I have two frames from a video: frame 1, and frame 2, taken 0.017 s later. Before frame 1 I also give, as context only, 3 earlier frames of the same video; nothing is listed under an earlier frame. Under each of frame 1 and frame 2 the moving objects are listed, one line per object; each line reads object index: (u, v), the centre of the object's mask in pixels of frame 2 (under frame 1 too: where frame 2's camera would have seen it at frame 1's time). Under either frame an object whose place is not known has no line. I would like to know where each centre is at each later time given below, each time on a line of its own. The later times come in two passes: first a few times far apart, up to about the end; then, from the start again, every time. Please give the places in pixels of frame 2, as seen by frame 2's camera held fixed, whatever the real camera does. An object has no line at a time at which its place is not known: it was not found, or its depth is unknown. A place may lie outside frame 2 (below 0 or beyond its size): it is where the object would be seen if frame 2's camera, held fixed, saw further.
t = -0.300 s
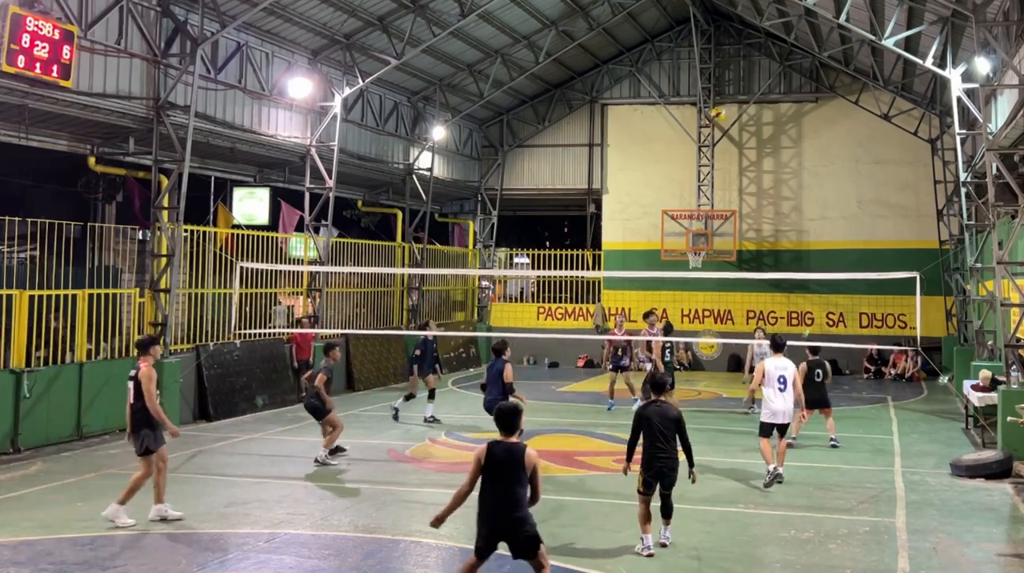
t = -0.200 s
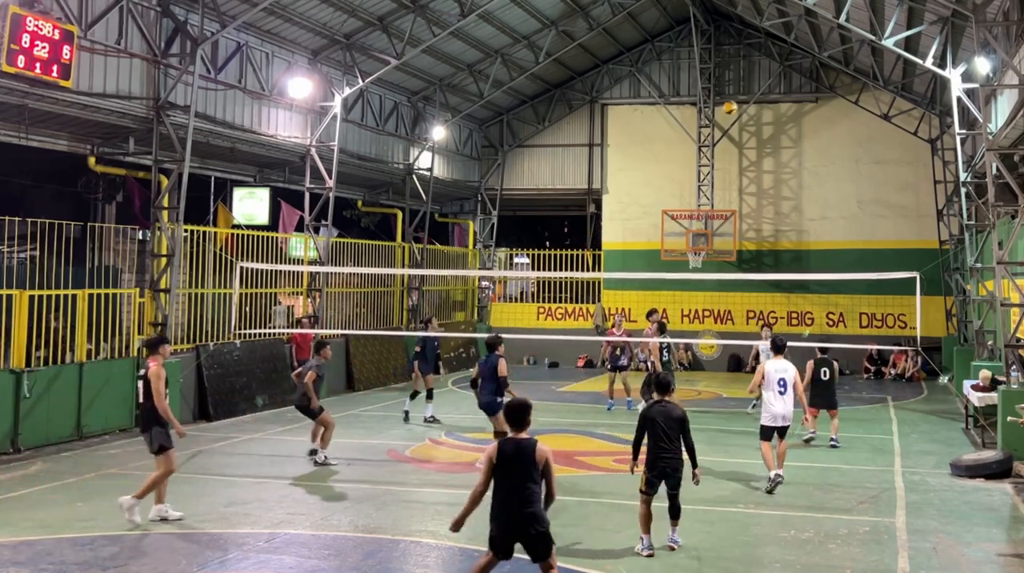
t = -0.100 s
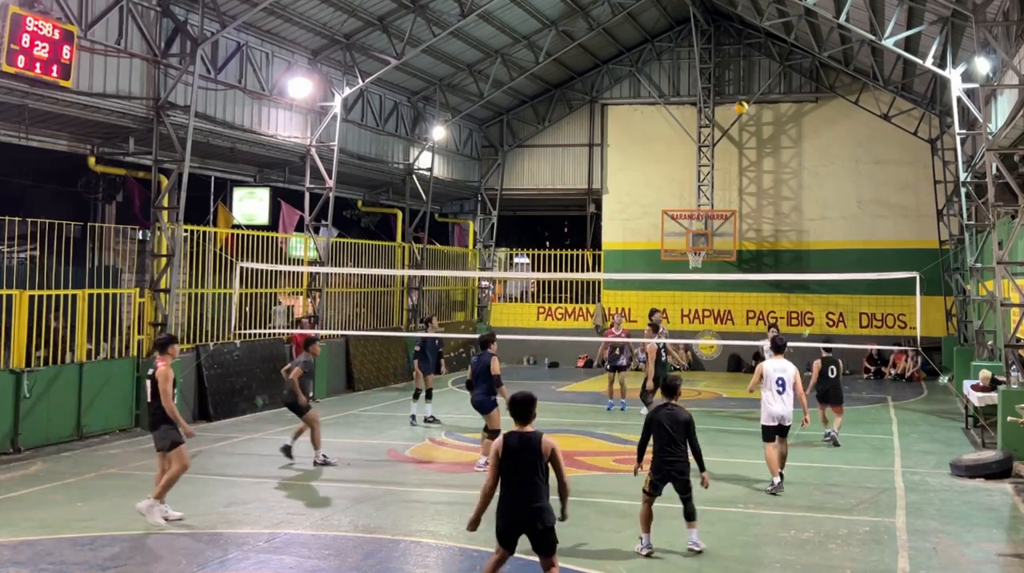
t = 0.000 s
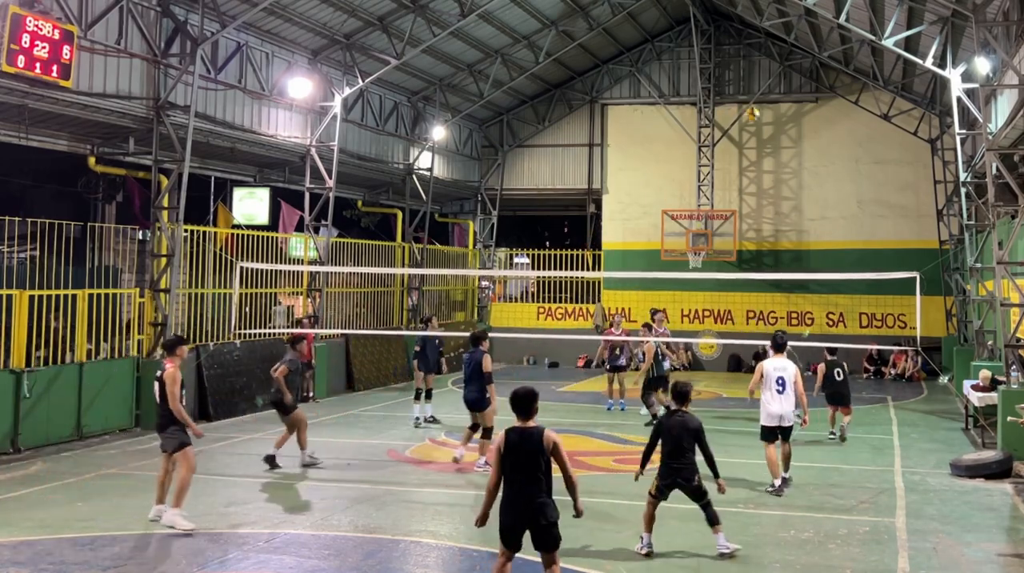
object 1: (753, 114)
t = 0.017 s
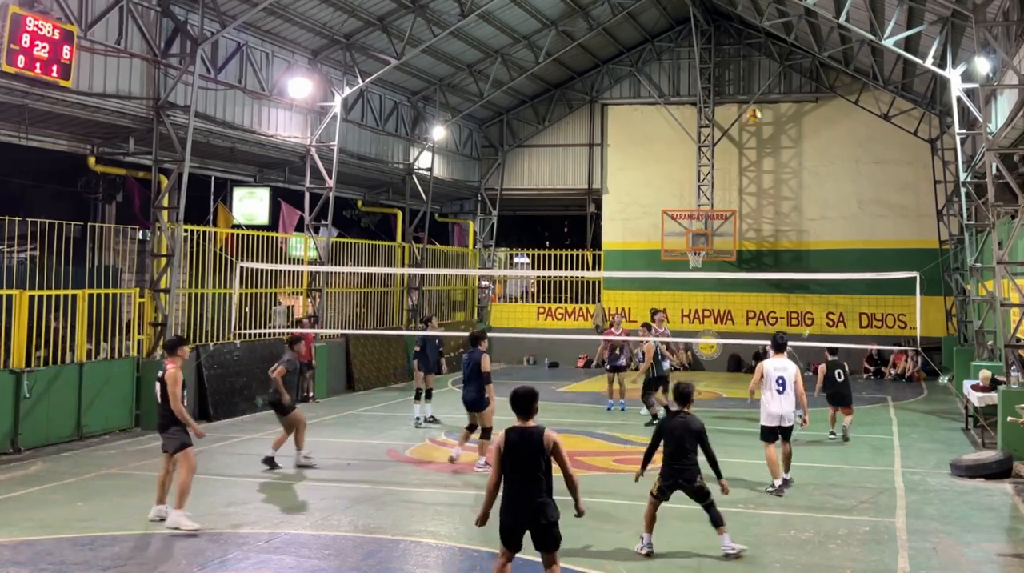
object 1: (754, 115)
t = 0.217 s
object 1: (775, 148)
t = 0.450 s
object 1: (799, 213)
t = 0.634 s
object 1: (815, 286)
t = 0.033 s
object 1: (755, 116)
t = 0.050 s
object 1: (758, 119)
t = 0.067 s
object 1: (759, 121)
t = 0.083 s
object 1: (761, 122)
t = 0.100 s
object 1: (763, 125)
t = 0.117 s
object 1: (765, 128)
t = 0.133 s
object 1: (766, 131)
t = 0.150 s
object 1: (768, 134)
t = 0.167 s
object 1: (771, 138)
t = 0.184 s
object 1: (771, 141)
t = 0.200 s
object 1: (773, 145)
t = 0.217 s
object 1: (775, 148)
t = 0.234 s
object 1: (777, 151)
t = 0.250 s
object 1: (779, 155)
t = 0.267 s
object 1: (781, 160)
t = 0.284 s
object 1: (782, 165)
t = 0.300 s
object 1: (784, 168)
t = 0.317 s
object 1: (785, 172)
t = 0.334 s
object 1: (787, 177)
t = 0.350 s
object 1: (789, 182)
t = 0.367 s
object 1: (790, 187)
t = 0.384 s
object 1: (792, 192)
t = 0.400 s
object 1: (794, 197)
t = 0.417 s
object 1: (796, 201)
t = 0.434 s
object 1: (797, 208)
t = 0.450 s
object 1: (799, 213)
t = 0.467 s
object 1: (800, 219)
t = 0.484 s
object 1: (801, 225)
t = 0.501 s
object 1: (803, 232)
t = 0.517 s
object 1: (804, 237)
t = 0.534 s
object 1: (806, 244)
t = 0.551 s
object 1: (807, 252)
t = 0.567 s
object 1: (809, 258)
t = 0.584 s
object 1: (810, 264)
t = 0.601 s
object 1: (811, 269)
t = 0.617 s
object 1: (814, 283)
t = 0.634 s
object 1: (815, 286)
